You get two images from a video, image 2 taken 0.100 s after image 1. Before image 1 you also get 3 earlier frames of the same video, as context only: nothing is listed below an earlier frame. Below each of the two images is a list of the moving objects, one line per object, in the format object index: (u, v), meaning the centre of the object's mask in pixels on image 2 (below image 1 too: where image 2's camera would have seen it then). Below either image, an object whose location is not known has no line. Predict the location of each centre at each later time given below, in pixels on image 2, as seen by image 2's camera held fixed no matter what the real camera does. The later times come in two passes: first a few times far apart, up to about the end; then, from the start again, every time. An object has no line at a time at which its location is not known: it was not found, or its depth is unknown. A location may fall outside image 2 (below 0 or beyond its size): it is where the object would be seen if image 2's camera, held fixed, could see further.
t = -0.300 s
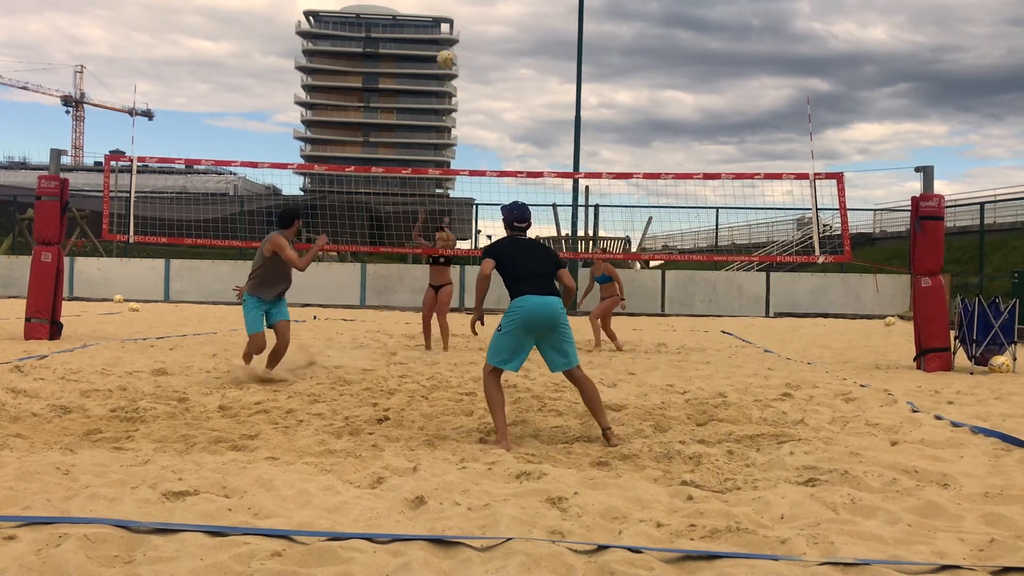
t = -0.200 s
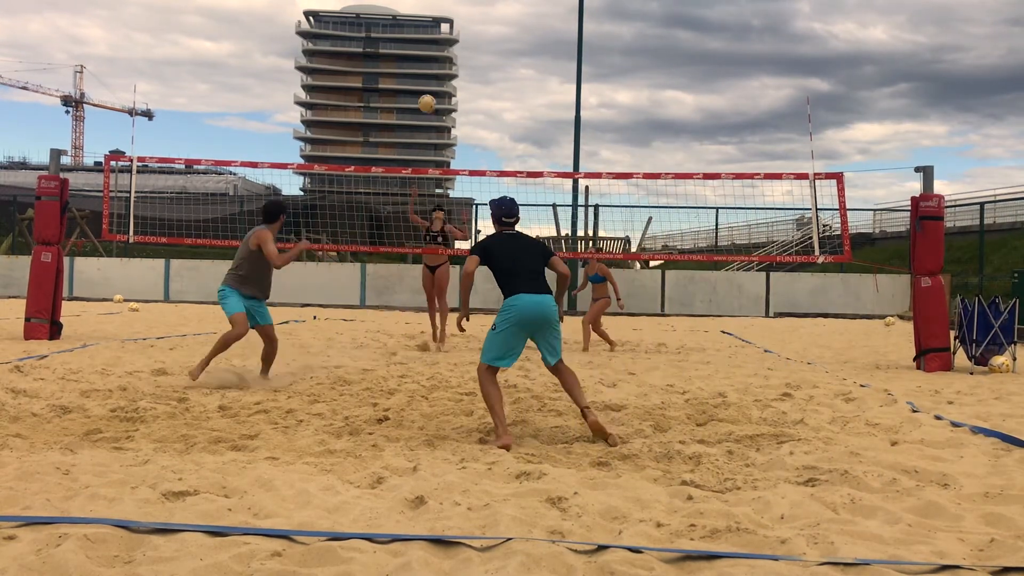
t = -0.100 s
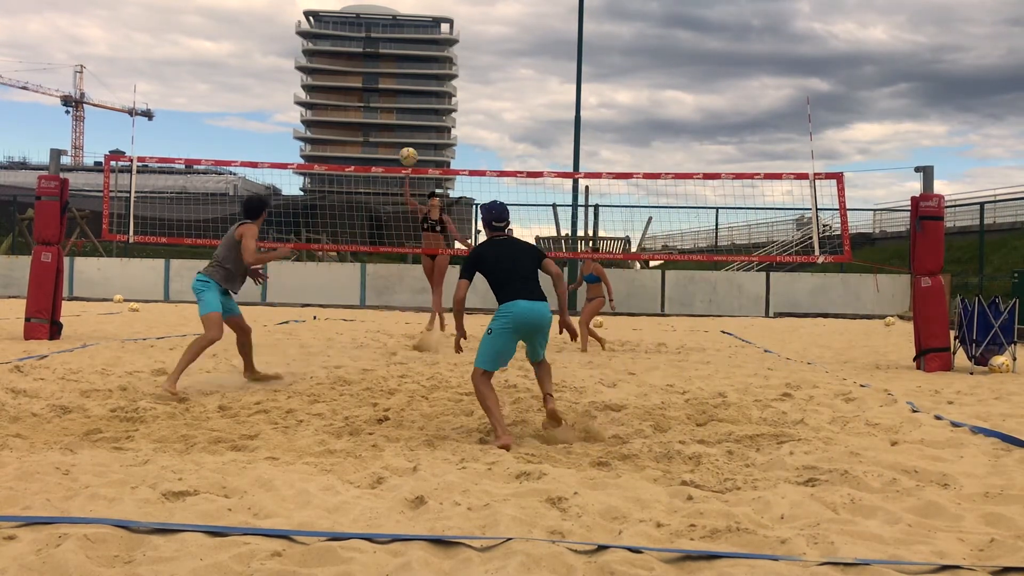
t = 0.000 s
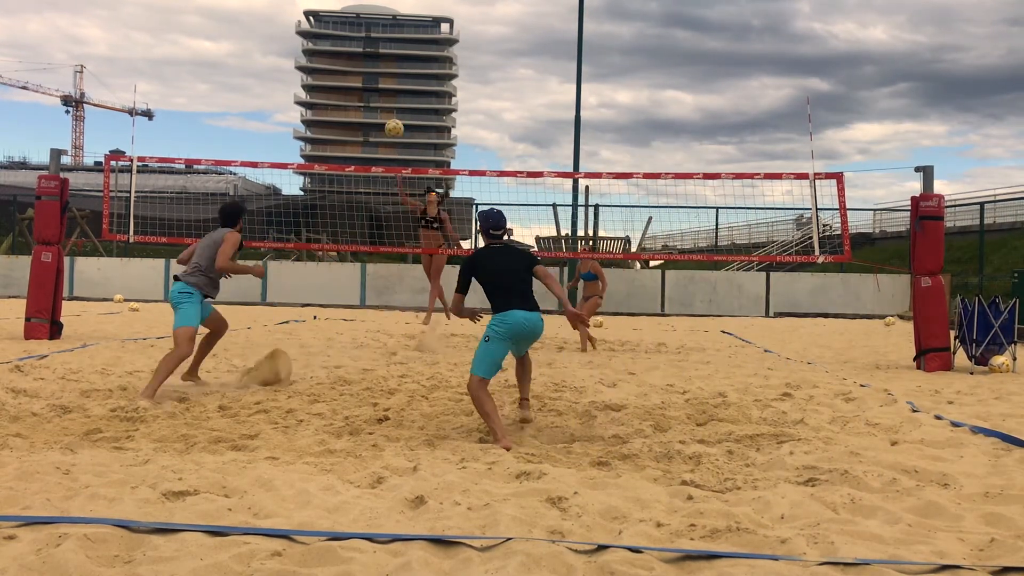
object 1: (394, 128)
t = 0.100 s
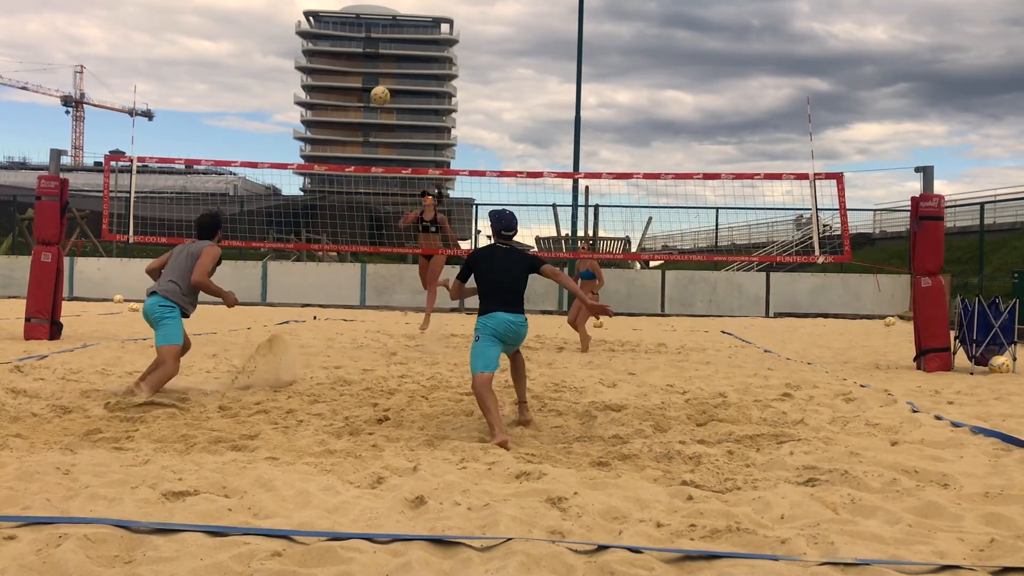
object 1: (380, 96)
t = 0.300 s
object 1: (349, 51)
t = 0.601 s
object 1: (293, 47)
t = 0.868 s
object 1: (230, 128)
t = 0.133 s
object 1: (375, 86)
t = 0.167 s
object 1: (370, 78)
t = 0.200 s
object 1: (365, 70)
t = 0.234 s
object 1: (360, 62)
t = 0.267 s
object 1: (354, 57)
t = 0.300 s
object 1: (349, 51)
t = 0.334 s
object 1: (343, 47)
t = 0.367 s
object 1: (338, 43)
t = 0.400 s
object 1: (332, 40)
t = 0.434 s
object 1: (325, 39)
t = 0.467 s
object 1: (319, 38)
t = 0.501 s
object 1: (313, 40)
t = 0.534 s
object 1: (306, 41)
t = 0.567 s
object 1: (299, 44)
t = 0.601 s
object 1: (293, 47)
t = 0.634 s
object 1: (285, 53)
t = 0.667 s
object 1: (278, 60)
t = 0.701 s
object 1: (271, 67)
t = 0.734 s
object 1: (263, 76)
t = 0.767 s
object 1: (255, 87)
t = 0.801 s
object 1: (247, 99)
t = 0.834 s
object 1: (238, 113)
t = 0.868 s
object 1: (230, 128)
